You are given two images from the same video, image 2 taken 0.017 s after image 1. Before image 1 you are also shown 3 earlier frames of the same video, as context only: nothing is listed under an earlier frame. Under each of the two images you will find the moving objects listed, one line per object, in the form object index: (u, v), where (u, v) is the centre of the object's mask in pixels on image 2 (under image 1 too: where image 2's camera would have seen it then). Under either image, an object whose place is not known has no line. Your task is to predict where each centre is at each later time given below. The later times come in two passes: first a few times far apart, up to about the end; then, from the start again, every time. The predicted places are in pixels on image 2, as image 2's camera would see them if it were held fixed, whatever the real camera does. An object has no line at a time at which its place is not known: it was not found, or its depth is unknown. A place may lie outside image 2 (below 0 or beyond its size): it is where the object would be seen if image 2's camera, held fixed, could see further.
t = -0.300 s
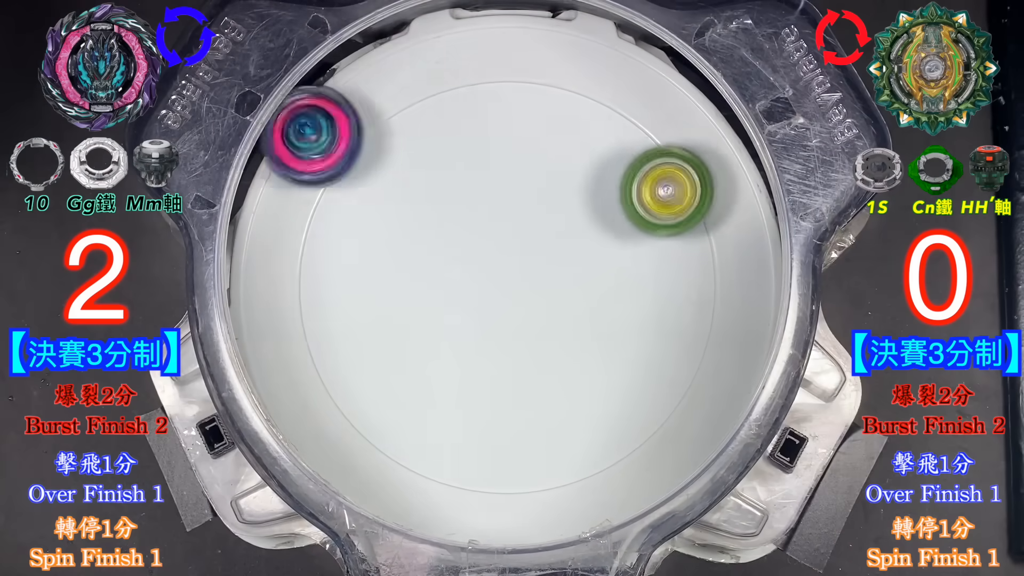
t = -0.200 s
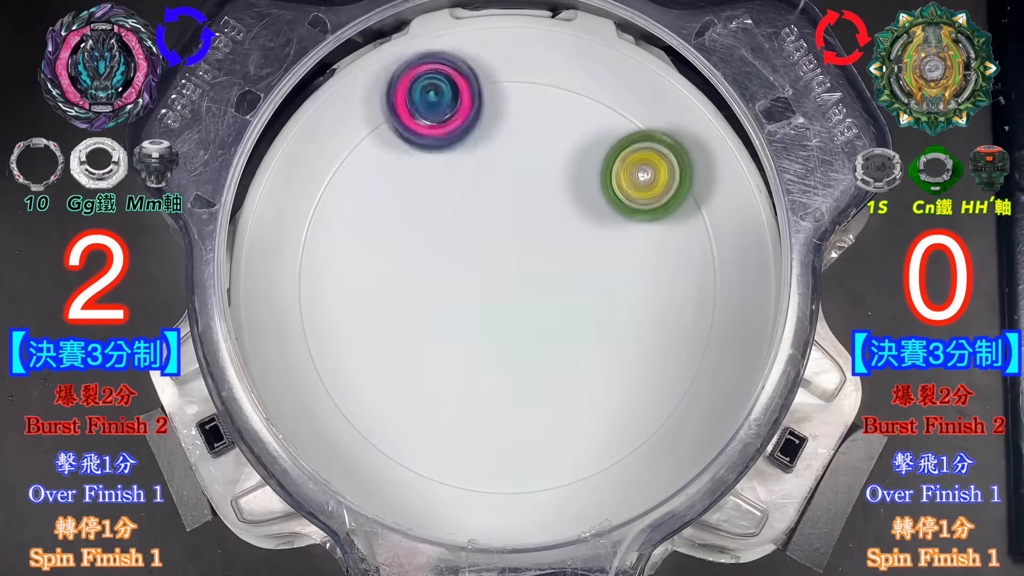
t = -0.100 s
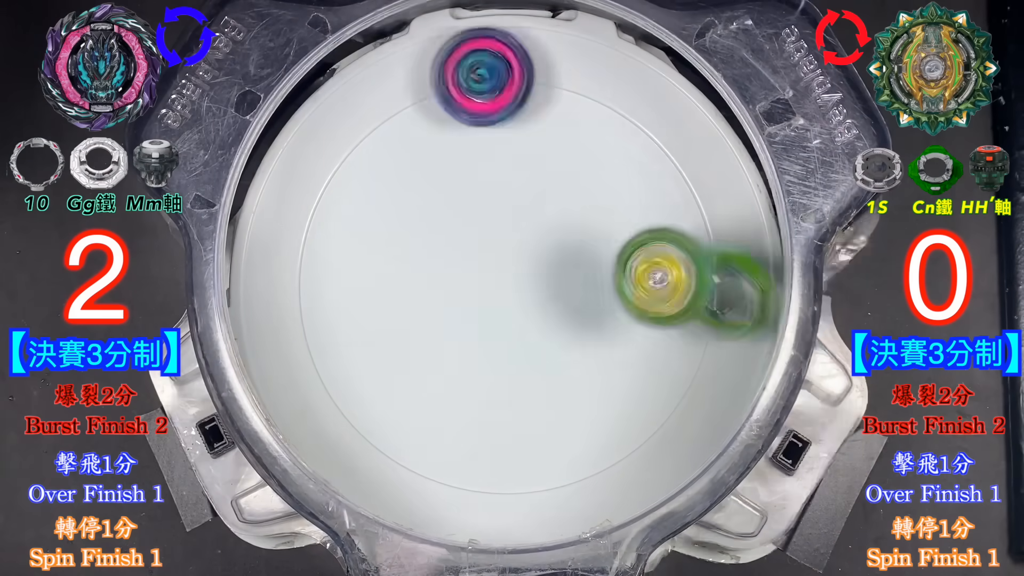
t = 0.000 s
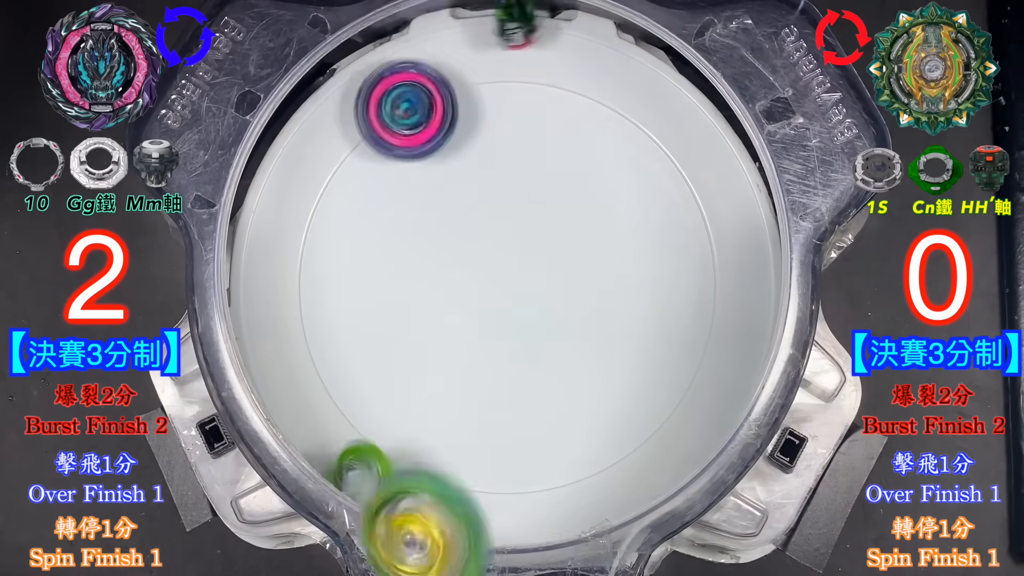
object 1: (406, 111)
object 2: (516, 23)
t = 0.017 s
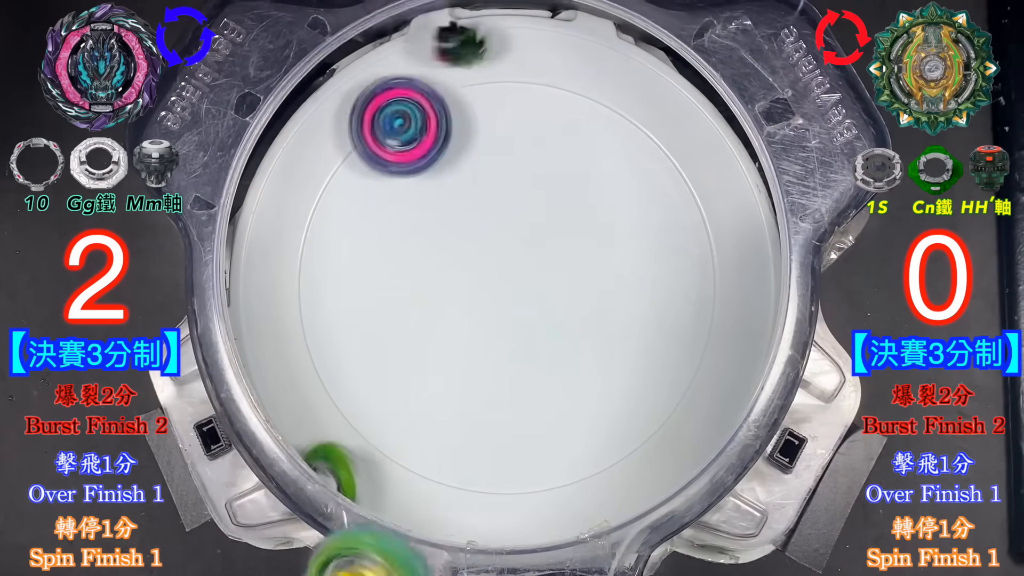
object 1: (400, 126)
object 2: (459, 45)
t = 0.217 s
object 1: (433, 477)
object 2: (252, 336)
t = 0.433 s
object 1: (549, 421)
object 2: (453, 508)
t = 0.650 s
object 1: (438, 376)
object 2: (656, 485)
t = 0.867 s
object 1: (333, 278)
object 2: (654, 348)
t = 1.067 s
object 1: (423, 179)
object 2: (524, 260)
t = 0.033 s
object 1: (396, 149)
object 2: (401, 37)
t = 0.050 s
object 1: (394, 186)
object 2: (377, 62)
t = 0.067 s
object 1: (394, 222)
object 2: (357, 89)
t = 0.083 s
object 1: (395, 255)
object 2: (338, 118)
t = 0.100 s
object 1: (392, 288)
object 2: (320, 148)
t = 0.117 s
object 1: (396, 331)
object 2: (302, 174)
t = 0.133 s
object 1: (404, 354)
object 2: (288, 199)
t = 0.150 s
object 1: (408, 382)
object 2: (278, 228)
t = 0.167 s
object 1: (414, 411)
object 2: (268, 259)
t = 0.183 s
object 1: (420, 436)
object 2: (256, 287)
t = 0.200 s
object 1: (425, 461)
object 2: (250, 311)
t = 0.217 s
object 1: (433, 477)
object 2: (252, 336)
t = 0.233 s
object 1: (442, 480)
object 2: (262, 364)
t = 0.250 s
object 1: (454, 482)
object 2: (273, 388)
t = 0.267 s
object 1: (467, 483)
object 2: (286, 407)
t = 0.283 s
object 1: (478, 485)
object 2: (302, 426)
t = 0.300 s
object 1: (491, 485)
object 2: (317, 445)
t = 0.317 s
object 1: (502, 483)
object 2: (333, 459)
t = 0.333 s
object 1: (510, 477)
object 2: (352, 472)
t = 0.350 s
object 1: (518, 468)
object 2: (370, 485)
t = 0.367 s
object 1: (526, 461)
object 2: (388, 497)
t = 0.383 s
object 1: (534, 454)
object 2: (403, 505)
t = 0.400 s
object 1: (540, 444)
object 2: (420, 507)
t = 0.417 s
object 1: (544, 433)
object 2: (437, 509)
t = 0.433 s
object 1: (549, 421)
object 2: (453, 508)
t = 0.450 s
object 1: (551, 409)
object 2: (468, 504)
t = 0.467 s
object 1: (553, 398)
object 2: (484, 500)
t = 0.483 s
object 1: (555, 385)
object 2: (498, 494)
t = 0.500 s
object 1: (555, 372)
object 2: (512, 489)
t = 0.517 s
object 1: (547, 375)
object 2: (525, 484)
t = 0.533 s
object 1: (536, 380)
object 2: (535, 474)
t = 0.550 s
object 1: (523, 384)
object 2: (549, 470)
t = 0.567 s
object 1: (508, 384)
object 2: (570, 480)
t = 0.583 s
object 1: (493, 382)
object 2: (593, 489)
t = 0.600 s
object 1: (479, 381)
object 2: (617, 496)
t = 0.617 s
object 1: (464, 379)
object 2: (639, 497)
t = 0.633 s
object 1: (450, 378)
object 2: (649, 492)
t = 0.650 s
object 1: (438, 376)
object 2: (656, 485)
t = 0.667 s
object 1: (426, 373)
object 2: (665, 476)
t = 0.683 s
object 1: (412, 369)
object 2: (671, 468)
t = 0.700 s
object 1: (400, 366)
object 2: (676, 460)
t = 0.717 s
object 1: (389, 361)
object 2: (681, 452)
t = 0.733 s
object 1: (379, 354)
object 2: (683, 445)
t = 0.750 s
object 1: (367, 346)
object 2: (683, 434)
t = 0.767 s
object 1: (359, 339)
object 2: (680, 421)
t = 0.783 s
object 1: (351, 330)
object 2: (678, 408)
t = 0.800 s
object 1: (345, 320)
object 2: (675, 397)
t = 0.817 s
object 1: (339, 310)
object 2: (671, 385)
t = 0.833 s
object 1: (335, 300)
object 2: (666, 373)
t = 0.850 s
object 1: (333, 289)
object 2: (661, 360)
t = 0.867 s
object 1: (333, 278)
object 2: (654, 348)
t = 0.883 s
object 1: (333, 266)
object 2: (646, 338)
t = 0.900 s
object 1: (335, 257)
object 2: (637, 327)
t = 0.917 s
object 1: (339, 246)
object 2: (629, 318)
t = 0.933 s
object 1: (344, 236)
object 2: (621, 310)
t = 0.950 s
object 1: (350, 225)
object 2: (610, 302)
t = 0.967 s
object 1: (357, 216)
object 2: (597, 295)
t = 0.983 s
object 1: (367, 207)
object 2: (584, 288)
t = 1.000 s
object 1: (377, 199)
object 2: (571, 282)
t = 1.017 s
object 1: (387, 191)
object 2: (558, 275)
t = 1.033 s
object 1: (398, 186)
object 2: (547, 269)
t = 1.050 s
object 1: (410, 183)
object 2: (536, 264)
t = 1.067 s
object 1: (423, 179)
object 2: (524, 260)
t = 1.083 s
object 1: (436, 177)
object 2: (512, 256)
